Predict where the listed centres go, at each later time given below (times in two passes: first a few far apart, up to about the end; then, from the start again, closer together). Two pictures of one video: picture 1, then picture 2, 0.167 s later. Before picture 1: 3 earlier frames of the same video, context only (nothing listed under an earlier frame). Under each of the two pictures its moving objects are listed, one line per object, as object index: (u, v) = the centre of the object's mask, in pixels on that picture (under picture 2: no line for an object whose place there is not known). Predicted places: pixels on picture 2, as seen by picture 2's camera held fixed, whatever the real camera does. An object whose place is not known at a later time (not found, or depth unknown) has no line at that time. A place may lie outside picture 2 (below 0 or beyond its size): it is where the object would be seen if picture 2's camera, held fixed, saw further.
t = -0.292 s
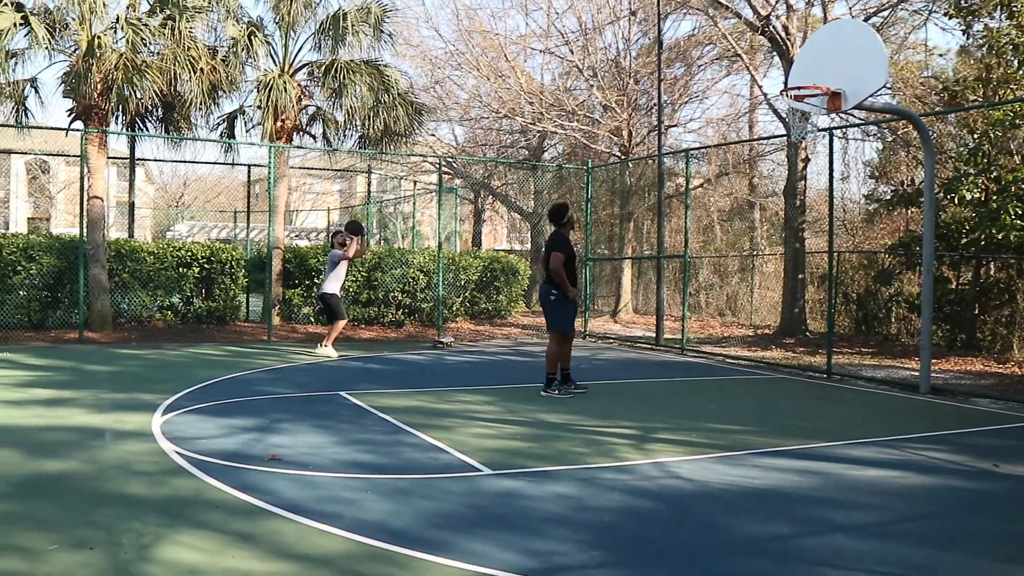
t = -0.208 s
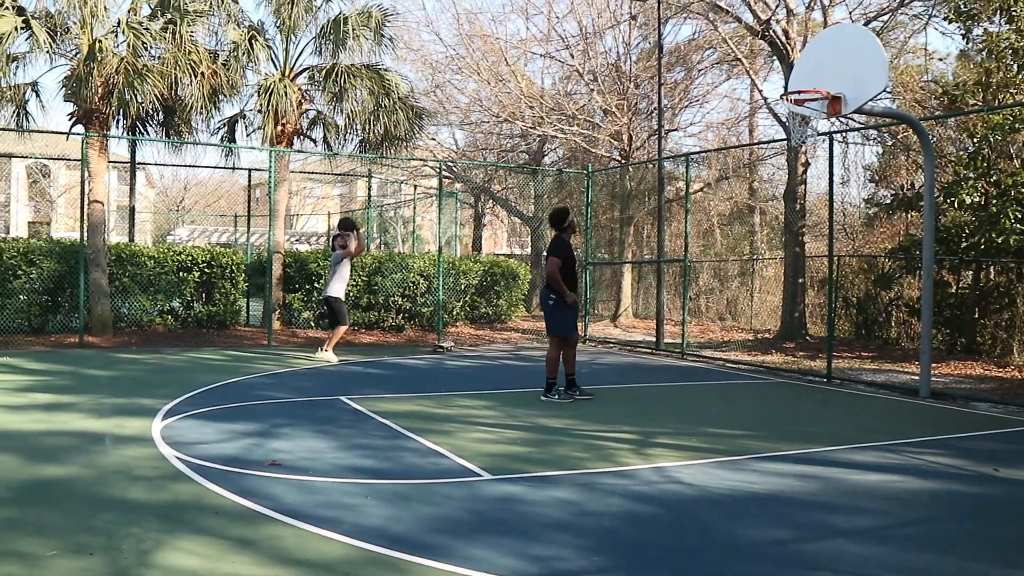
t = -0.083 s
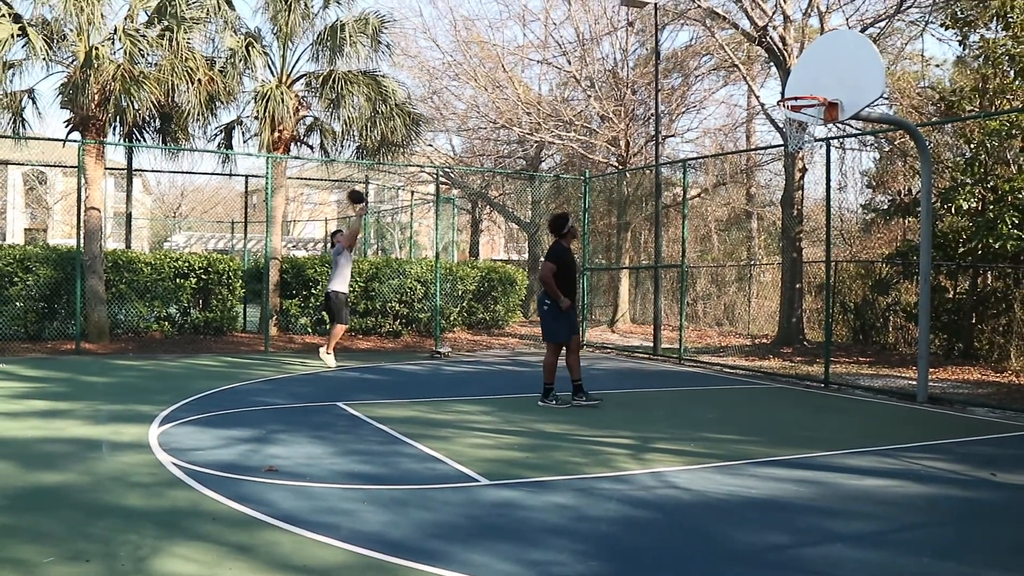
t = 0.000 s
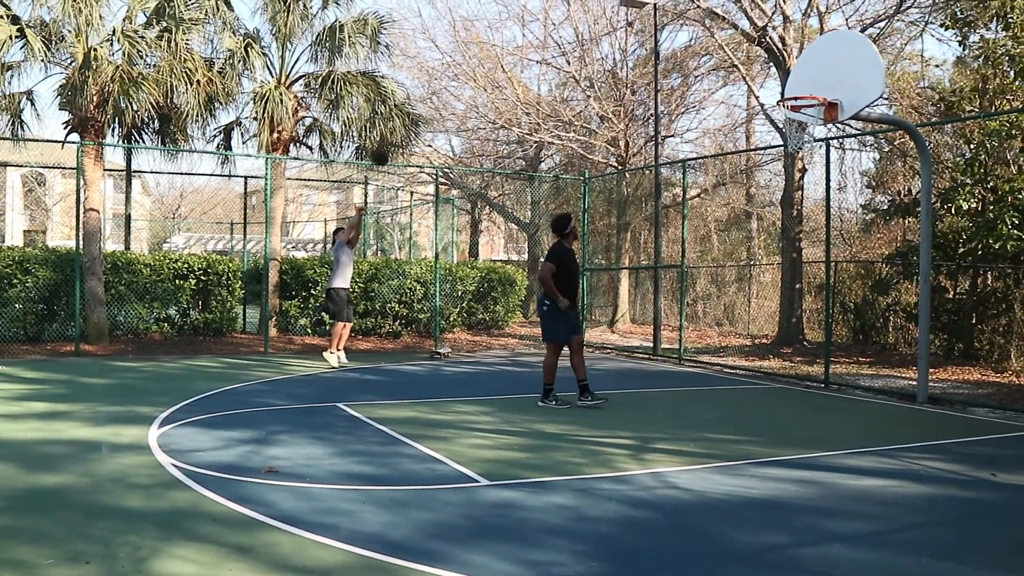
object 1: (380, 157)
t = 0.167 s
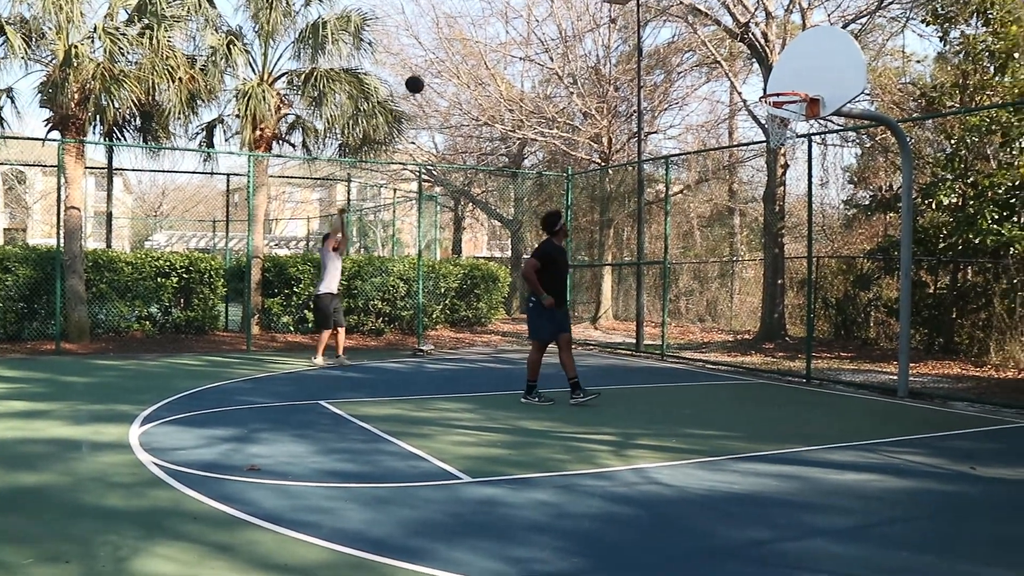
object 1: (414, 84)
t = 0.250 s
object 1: (441, 56)
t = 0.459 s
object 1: (510, 6)
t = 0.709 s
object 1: (603, -11)
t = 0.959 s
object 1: (703, 28)
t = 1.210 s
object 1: (795, 120)
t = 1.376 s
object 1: (779, 171)
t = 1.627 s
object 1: (753, 296)
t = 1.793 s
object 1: (735, 388)
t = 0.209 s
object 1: (428, 70)
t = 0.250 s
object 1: (441, 56)
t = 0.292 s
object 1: (454, 44)
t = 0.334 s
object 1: (467, 32)
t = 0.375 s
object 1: (481, 22)
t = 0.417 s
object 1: (496, 13)
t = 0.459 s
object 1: (510, 6)
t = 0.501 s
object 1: (525, 0)
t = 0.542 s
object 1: (540, -6)
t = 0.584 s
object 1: (555, -8)
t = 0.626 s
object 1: (570, -10)
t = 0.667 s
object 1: (586, -12)
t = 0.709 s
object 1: (603, -11)
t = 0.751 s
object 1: (618, -9)
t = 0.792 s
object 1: (635, -5)
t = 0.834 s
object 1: (652, 1)
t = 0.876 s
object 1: (669, 8)
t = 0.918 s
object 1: (687, 16)
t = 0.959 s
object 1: (703, 28)
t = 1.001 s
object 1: (722, 40)
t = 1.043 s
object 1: (740, 55)
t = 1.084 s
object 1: (758, 73)
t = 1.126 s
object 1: (781, 86)
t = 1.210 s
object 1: (795, 120)
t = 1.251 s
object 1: (790, 132)
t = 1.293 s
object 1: (787, 144)
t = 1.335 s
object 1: (783, 156)
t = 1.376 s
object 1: (779, 171)
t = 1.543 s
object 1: (761, 247)
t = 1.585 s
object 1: (758, 270)
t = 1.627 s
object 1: (753, 296)
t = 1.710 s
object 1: (745, 351)
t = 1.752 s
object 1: (741, 383)
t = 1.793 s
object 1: (735, 388)
